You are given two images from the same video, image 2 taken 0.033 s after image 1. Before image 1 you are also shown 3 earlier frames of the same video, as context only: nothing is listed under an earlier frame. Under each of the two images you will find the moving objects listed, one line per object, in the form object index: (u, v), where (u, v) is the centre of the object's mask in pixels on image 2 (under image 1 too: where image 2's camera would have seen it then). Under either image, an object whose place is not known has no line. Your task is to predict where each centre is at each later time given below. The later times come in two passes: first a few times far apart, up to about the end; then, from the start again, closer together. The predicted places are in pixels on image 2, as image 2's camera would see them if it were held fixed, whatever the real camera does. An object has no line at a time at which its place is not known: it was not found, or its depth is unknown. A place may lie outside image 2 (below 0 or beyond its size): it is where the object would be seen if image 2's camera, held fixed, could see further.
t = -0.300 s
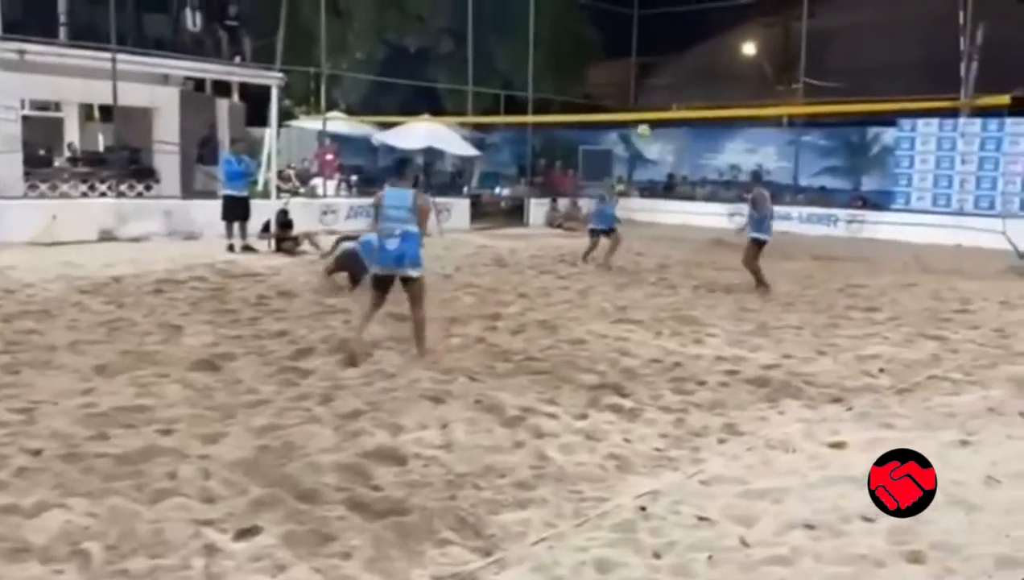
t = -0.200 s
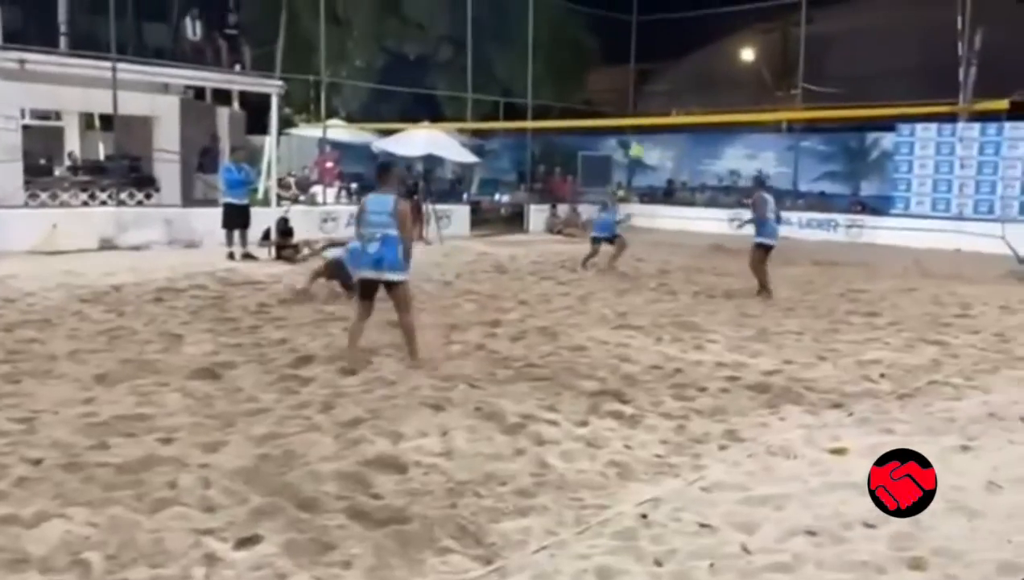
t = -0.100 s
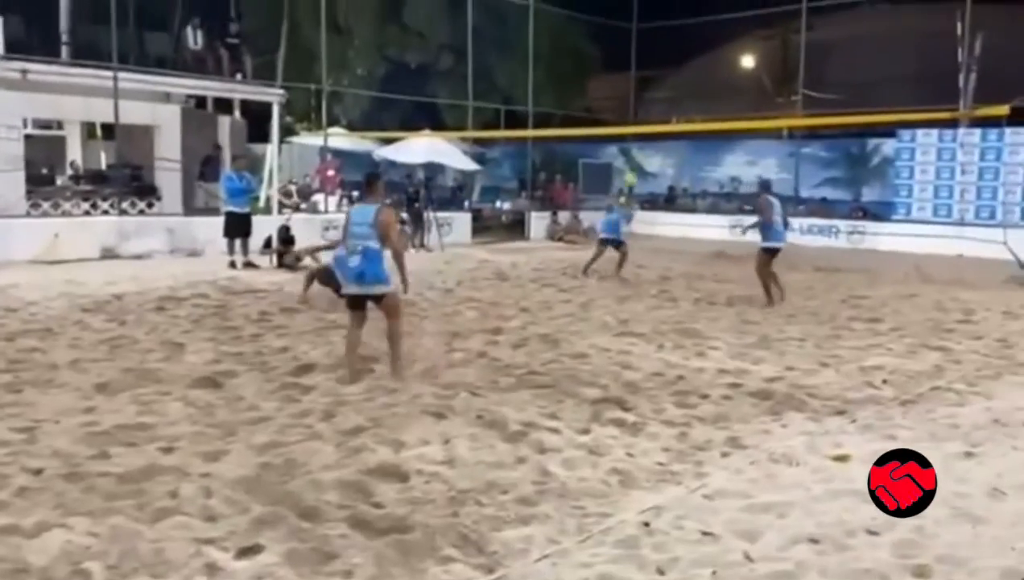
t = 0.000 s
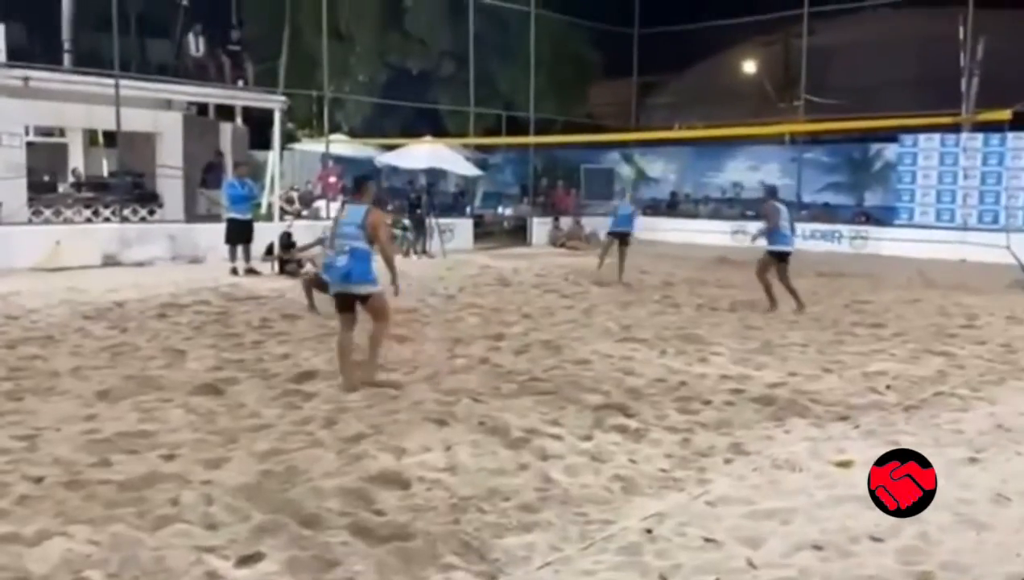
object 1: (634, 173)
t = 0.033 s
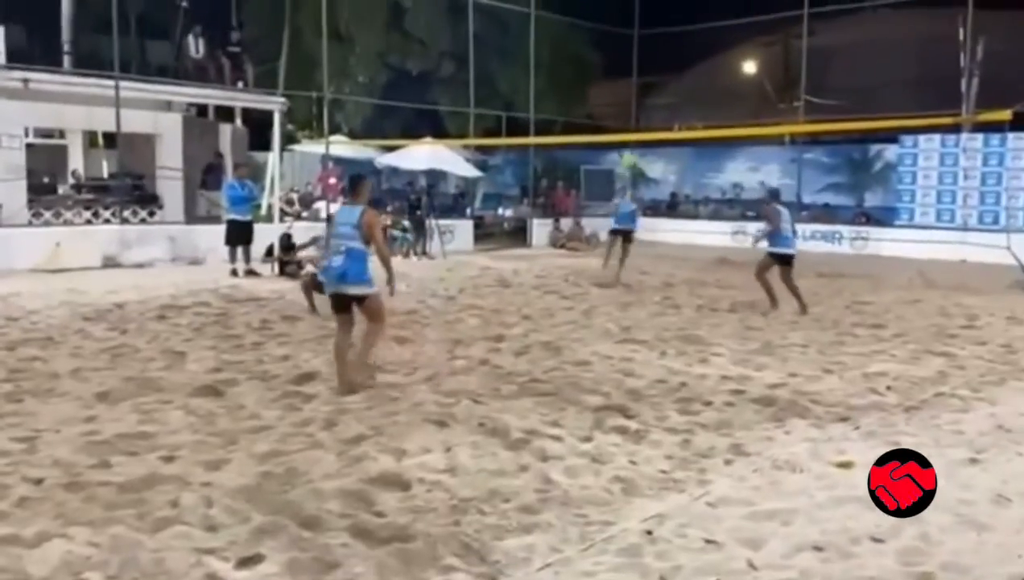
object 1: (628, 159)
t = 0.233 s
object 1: (626, 80)
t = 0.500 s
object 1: (622, 6)
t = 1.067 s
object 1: (604, 0)
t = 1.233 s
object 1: (596, 44)
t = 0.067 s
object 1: (628, 145)
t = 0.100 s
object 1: (627, 127)
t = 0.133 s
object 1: (627, 117)
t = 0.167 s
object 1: (627, 104)
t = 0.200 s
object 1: (627, 92)
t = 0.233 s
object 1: (626, 80)
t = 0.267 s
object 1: (625, 69)
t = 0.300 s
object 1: (625, 58)
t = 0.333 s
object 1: (624, 48)
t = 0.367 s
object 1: (624, 38)
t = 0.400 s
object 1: (623, 29)
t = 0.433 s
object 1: (623, 21)
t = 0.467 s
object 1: (622, 13)
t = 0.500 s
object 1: (622, 6)
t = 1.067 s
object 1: (604, 0)
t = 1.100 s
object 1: (603, 8)
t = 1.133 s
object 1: (601, 15)
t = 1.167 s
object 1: (599, 24)
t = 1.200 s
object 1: (598, 33)
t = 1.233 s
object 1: (596, 44)
